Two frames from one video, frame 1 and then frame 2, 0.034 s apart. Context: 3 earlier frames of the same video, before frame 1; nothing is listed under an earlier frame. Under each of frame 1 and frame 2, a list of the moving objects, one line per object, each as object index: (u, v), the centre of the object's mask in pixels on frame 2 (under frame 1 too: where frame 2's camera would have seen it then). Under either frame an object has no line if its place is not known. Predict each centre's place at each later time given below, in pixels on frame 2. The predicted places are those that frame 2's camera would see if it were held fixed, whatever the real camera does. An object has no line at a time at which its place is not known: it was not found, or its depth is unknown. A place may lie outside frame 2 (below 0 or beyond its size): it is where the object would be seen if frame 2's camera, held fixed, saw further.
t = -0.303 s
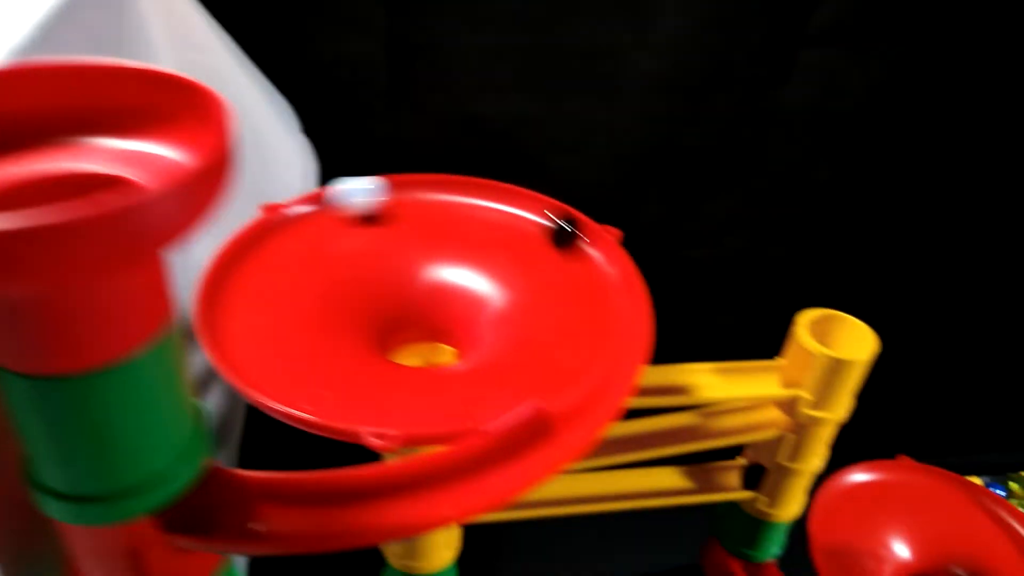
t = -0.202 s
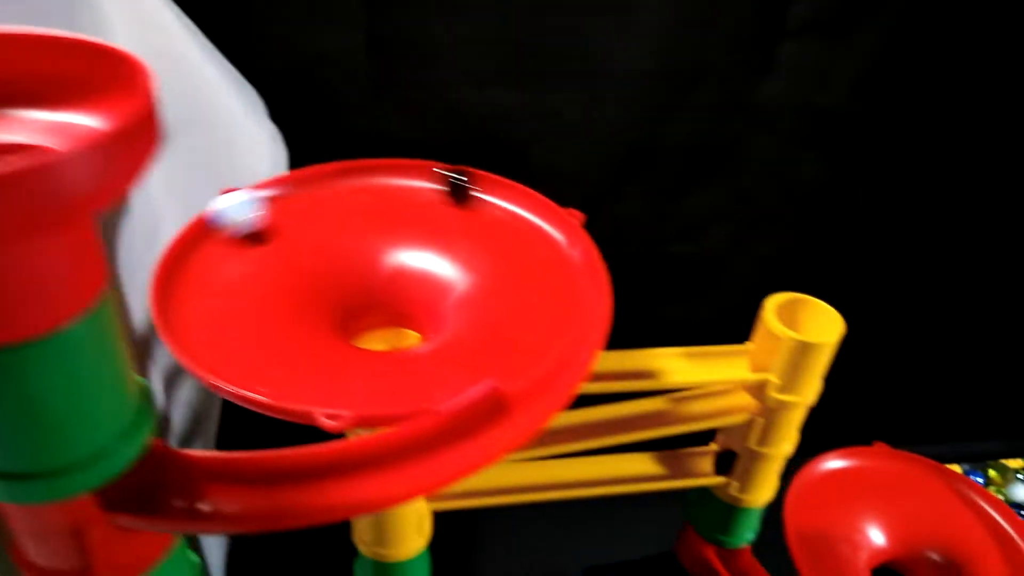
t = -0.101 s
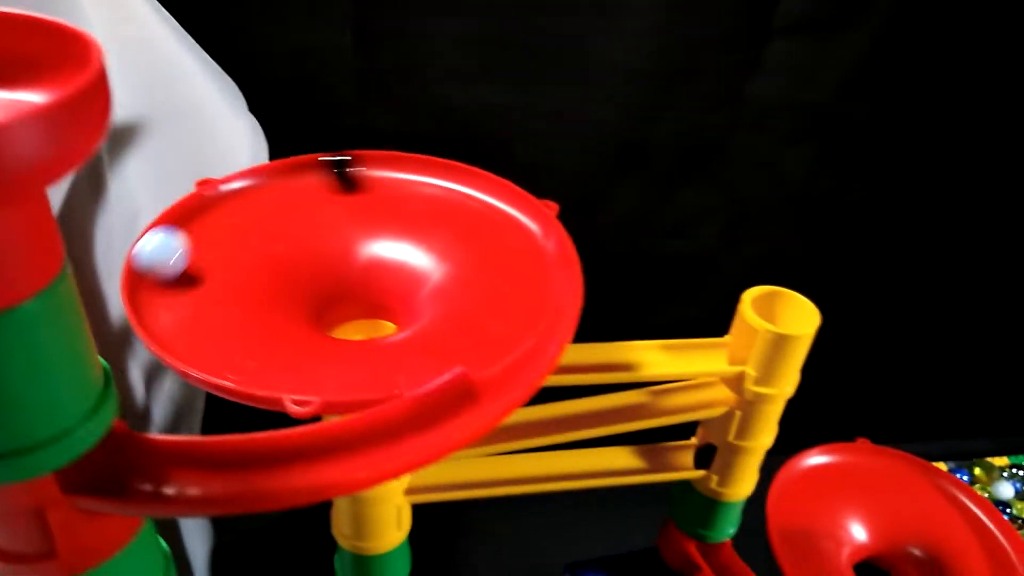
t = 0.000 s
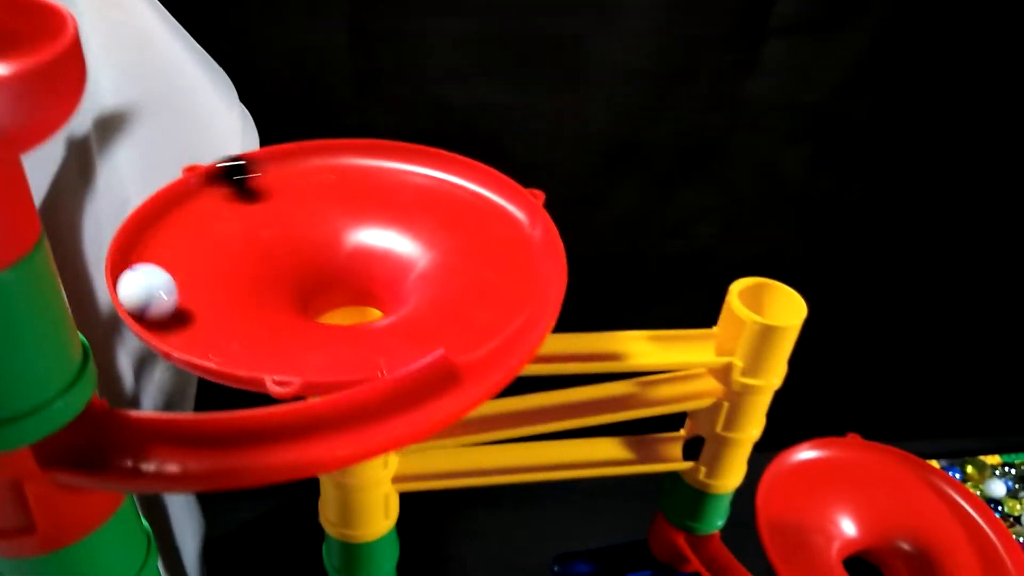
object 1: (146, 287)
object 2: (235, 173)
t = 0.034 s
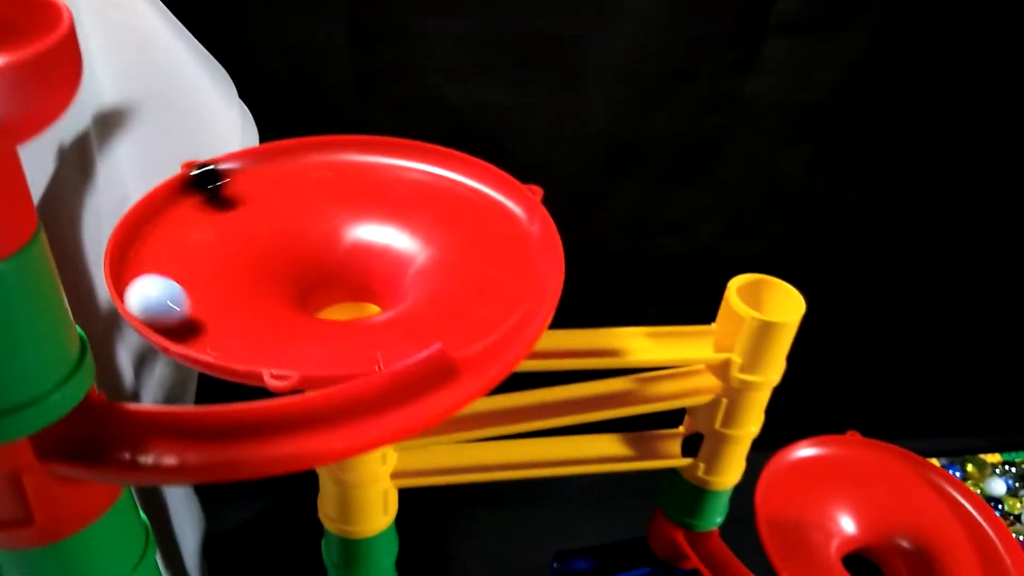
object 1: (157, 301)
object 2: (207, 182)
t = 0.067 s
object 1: (174, 314)
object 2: (183, 196)
